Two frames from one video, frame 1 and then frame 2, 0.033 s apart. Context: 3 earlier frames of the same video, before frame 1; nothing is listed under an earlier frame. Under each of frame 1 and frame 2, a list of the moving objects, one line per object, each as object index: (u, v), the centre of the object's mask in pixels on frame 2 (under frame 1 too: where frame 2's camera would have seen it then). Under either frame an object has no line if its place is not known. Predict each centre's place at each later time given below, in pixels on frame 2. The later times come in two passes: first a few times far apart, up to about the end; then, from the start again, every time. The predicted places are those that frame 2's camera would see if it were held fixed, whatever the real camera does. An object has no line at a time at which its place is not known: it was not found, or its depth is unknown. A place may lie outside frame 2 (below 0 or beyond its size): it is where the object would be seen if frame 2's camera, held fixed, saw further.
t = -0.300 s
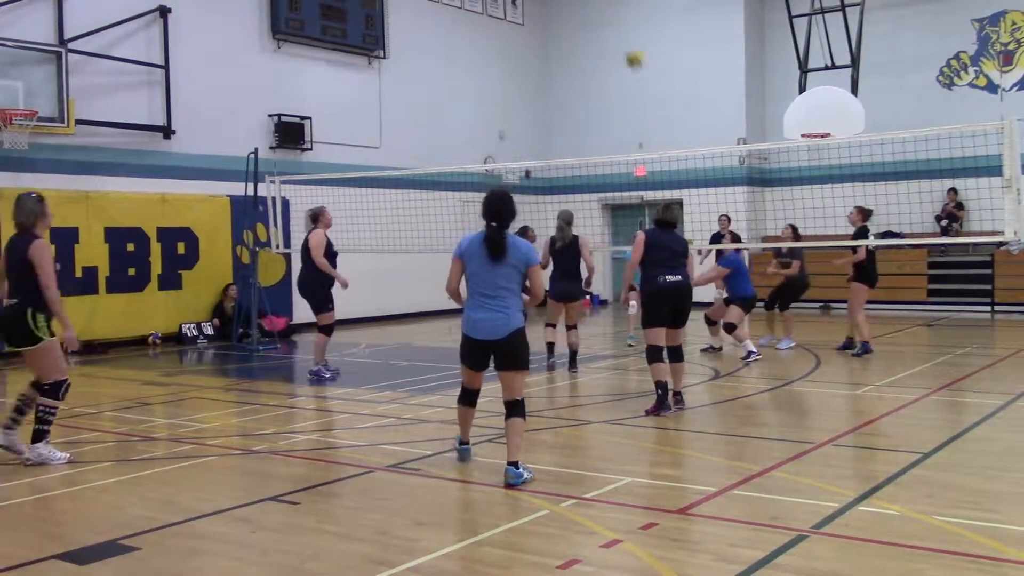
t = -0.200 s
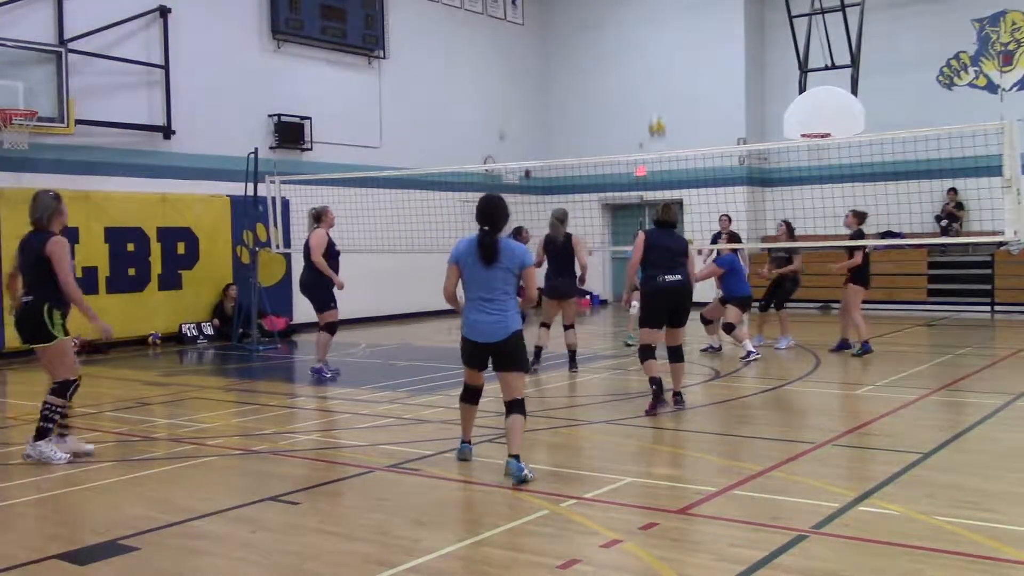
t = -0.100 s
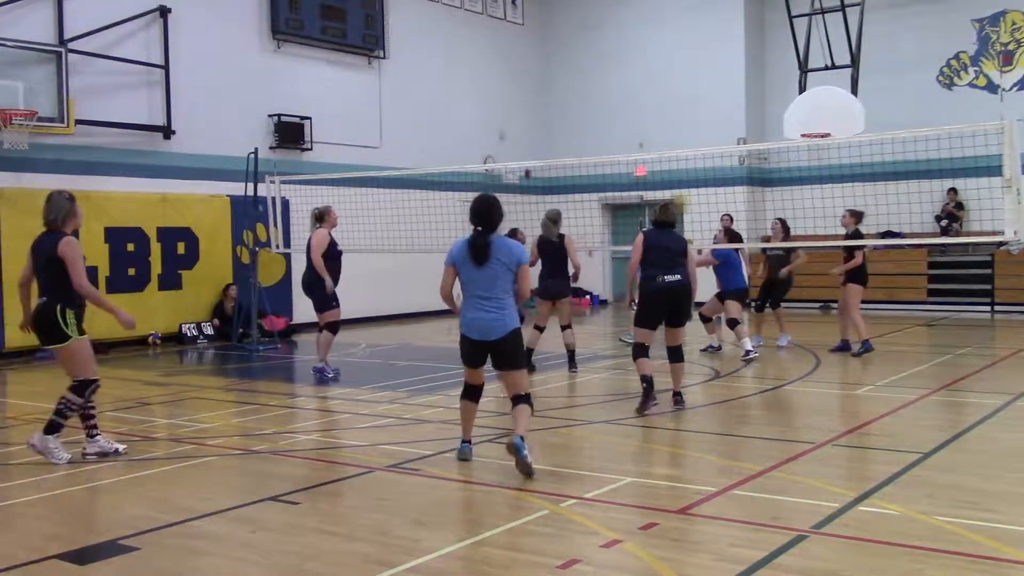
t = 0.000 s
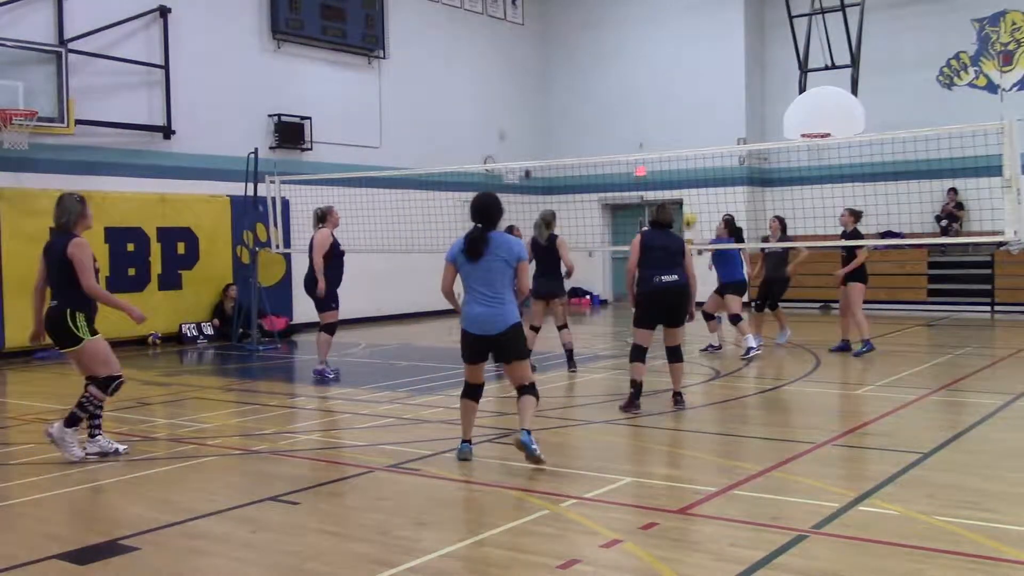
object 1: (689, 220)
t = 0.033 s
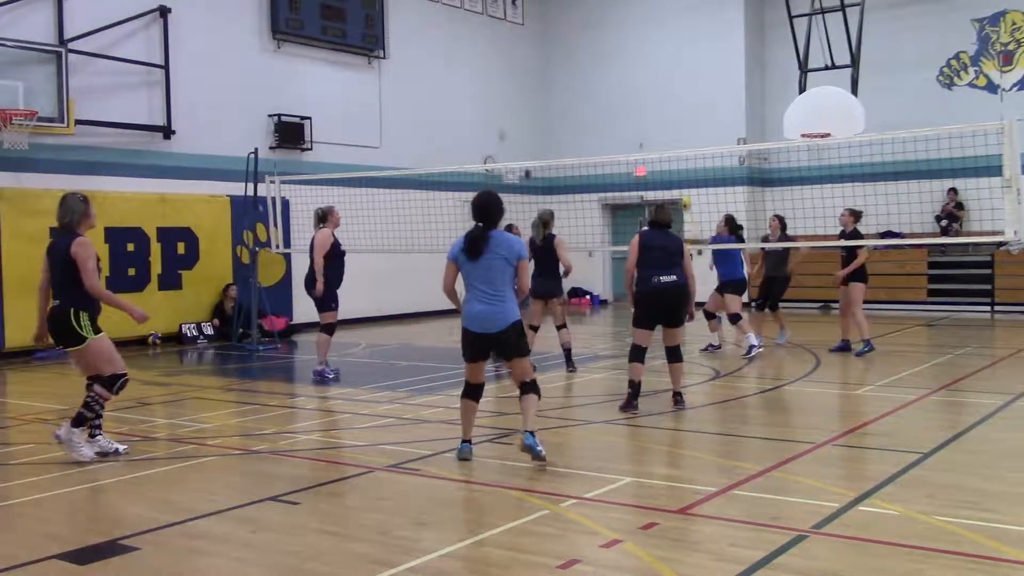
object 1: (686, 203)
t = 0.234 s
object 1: (663, 112)
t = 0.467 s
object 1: (640, 47)
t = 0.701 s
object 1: (617, 29)
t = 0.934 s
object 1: (593, 62)
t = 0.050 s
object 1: (682, 193)
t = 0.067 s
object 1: (682, 186)
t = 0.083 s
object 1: (677, 178)
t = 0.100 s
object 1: (675, 166)
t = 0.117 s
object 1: (675, 162)
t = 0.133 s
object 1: (674, 157)
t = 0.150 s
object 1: (671, 144)
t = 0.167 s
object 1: (670, 139)
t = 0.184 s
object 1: (669, 132)
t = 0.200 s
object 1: (667, 125)
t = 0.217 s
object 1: (665, 118)
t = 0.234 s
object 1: (663, 112)
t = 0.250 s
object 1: (661, 106)
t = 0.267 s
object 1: (660, 101)
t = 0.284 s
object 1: (658, 95)
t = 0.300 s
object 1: (657, 89)
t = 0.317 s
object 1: (656, 85)
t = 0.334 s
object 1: (655, 81)
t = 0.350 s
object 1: (652, 76)
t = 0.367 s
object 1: (650, 70)
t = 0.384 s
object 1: (648, 66)
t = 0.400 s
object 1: (646, 61)
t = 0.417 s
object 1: (645, 57)
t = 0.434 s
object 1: (643, 54)
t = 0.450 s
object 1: (642, 51)
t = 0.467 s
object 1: (640, 47)
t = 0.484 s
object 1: (638, 44)
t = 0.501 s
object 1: (636, 41)
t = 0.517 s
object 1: (635, 39)
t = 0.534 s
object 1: (634, 37)
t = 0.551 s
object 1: (632, 35)
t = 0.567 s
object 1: (631, 34)
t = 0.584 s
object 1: (629, 32)
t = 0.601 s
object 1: (627, 30)
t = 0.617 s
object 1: (625, 30)
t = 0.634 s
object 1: (624, 29)
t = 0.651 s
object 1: (622, 29)
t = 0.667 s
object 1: (620, 29)
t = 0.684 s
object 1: (618, 28)
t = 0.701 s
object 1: (617, 29)
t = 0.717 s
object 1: (615, 30)
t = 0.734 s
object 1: (613, 30)
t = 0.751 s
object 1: (611, 31)
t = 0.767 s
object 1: (610, 33)
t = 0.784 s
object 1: (608, 35)
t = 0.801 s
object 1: (607, 38)
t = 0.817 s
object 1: (605, 41)
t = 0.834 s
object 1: (603, 41)
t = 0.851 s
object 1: (602, 45)
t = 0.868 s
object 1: (600, 46)
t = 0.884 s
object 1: (598, 50)
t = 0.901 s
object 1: (596, 53)
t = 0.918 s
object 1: (595, 57)
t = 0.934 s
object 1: (593, 62)
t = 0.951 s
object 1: (591, 65)
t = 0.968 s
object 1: (590, 69)
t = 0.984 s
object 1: (589, 75)
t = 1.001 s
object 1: (587, 80)
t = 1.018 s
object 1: (585, 86)
